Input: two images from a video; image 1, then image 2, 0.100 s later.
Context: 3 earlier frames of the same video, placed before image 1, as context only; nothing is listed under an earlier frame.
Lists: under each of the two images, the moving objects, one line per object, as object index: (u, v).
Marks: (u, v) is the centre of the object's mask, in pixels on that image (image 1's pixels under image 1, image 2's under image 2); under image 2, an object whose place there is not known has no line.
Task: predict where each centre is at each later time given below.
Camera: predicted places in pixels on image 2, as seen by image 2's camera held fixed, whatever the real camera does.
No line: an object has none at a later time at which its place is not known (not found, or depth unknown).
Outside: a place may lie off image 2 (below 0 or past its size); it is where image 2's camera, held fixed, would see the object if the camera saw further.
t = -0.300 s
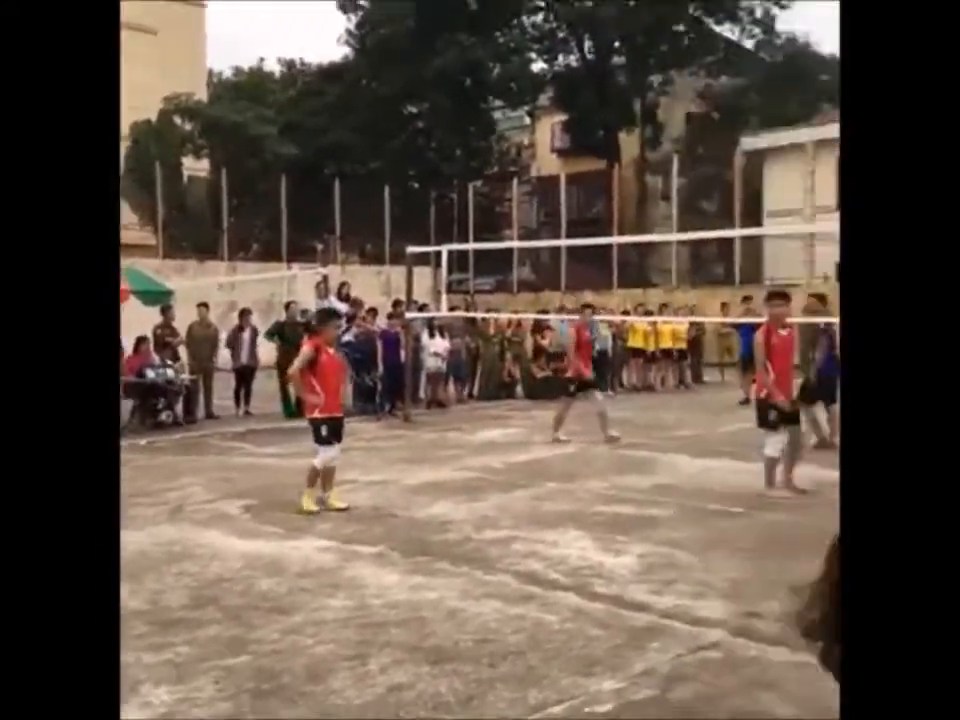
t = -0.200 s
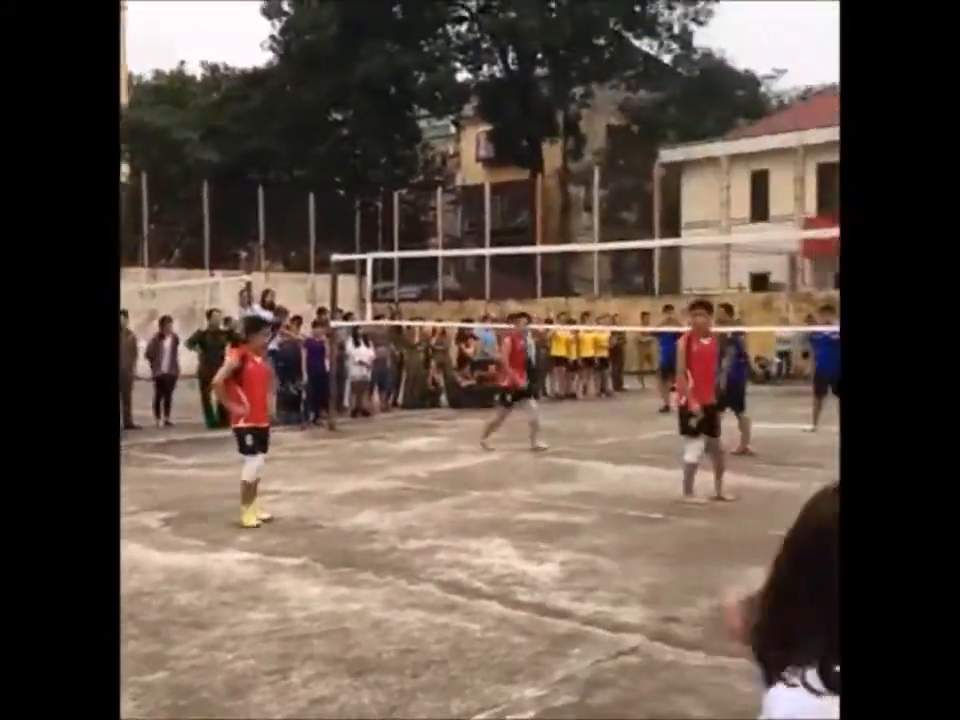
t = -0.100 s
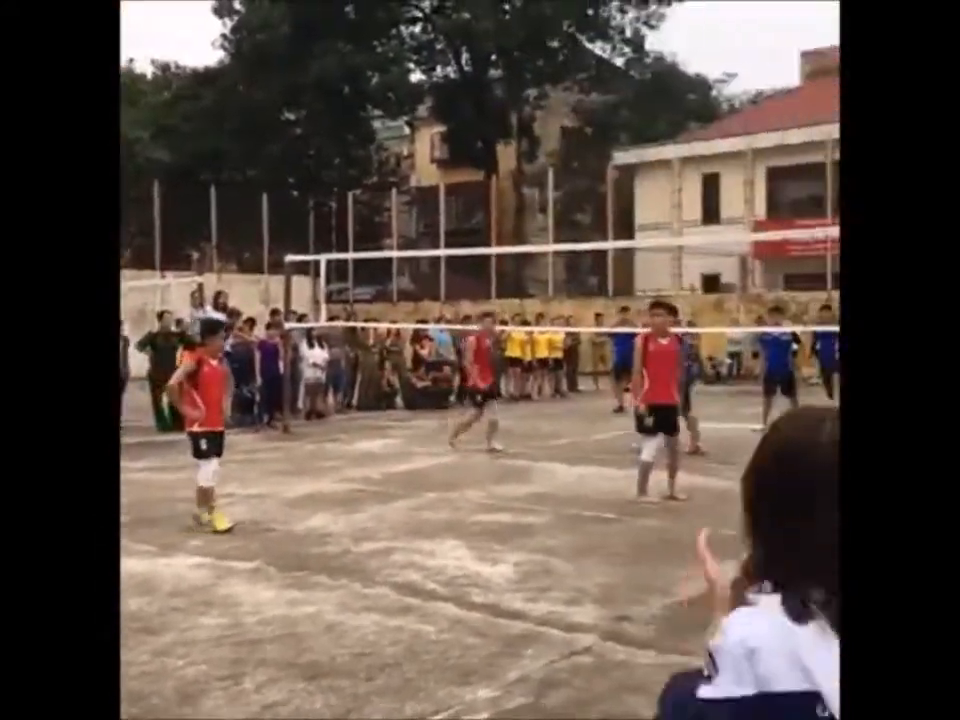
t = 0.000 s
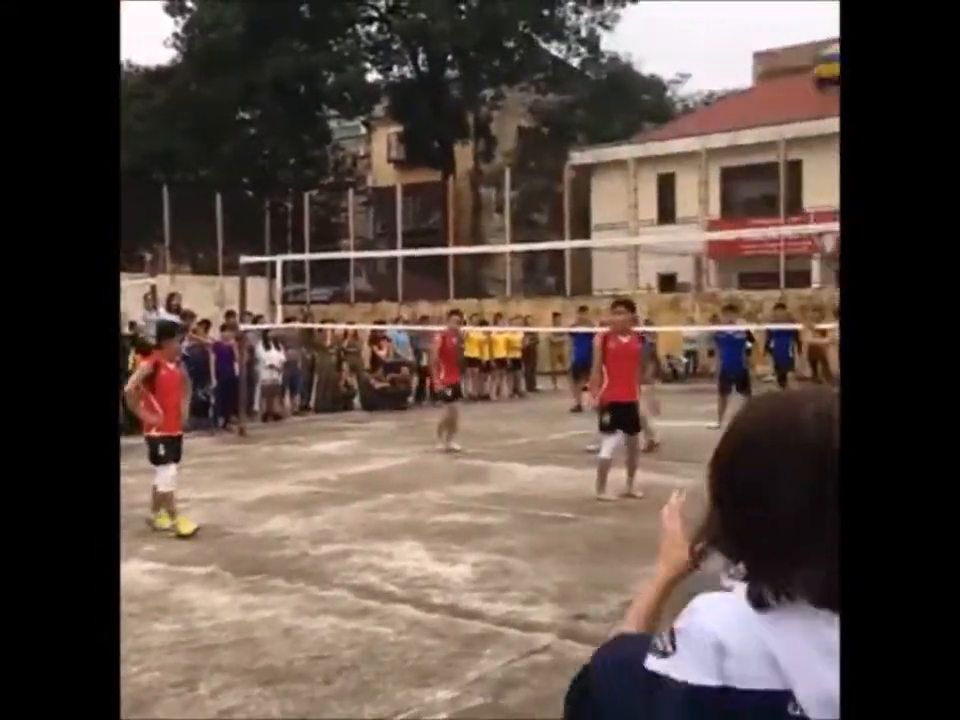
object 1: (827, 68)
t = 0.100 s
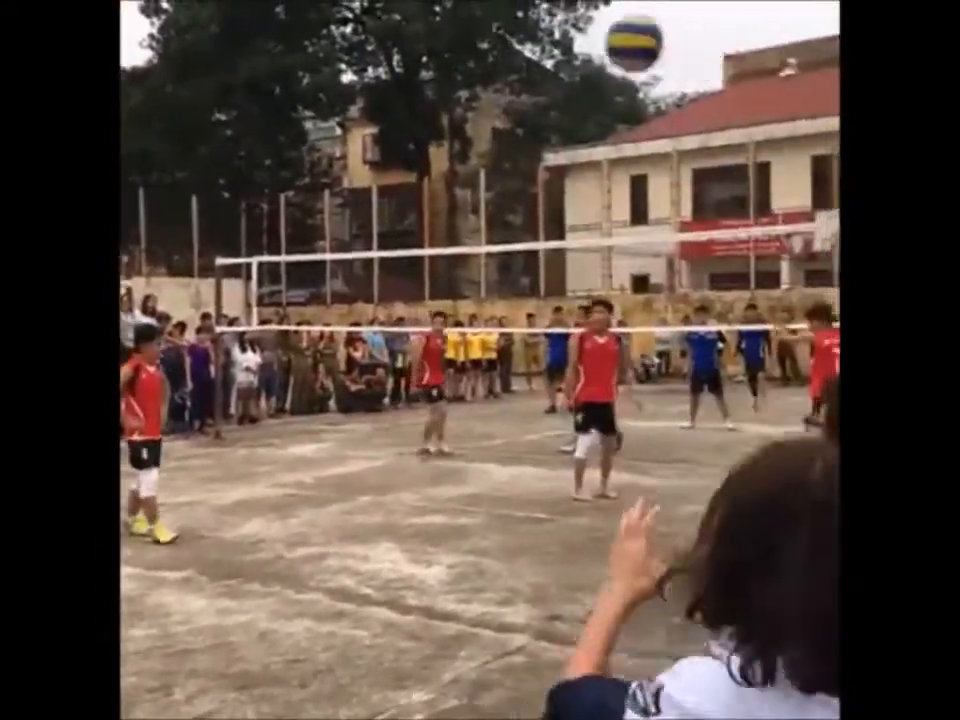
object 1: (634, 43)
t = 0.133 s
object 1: (573, 35)
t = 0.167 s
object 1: (512, 35)
